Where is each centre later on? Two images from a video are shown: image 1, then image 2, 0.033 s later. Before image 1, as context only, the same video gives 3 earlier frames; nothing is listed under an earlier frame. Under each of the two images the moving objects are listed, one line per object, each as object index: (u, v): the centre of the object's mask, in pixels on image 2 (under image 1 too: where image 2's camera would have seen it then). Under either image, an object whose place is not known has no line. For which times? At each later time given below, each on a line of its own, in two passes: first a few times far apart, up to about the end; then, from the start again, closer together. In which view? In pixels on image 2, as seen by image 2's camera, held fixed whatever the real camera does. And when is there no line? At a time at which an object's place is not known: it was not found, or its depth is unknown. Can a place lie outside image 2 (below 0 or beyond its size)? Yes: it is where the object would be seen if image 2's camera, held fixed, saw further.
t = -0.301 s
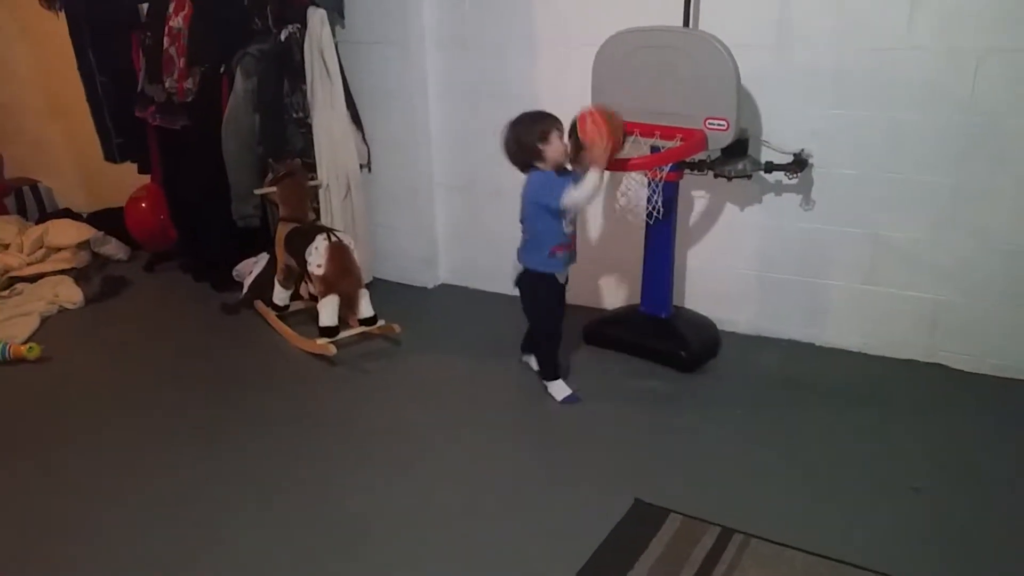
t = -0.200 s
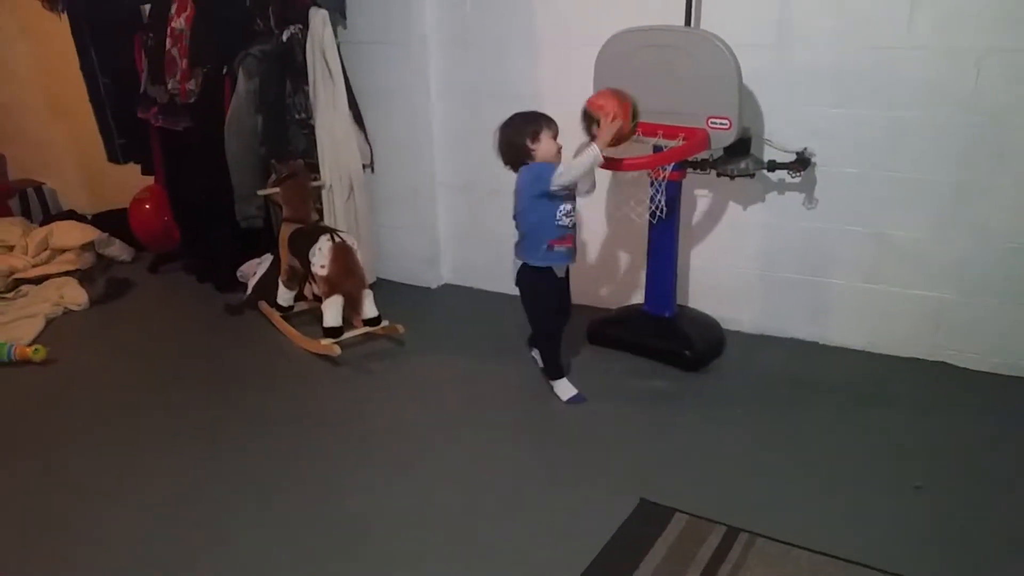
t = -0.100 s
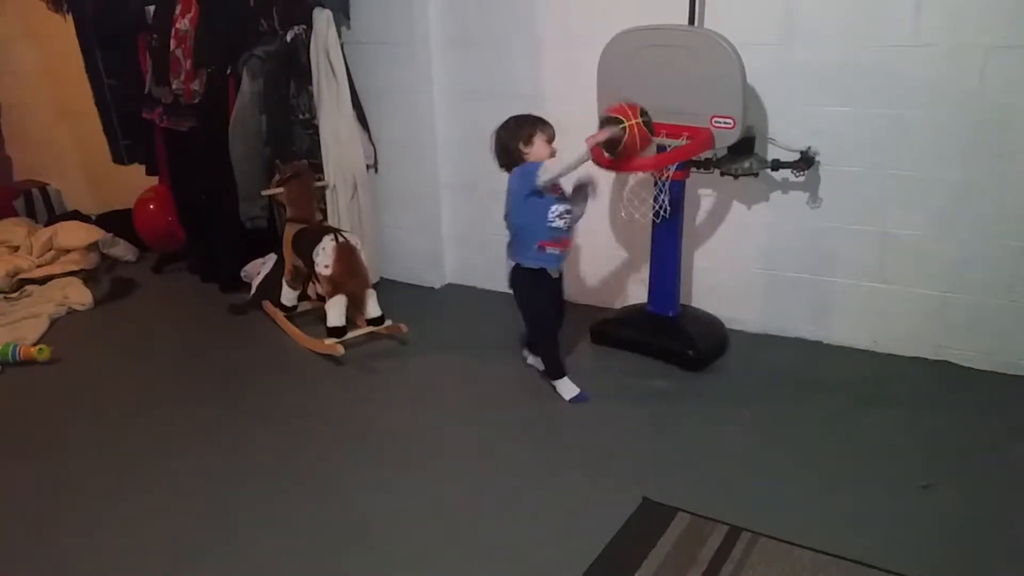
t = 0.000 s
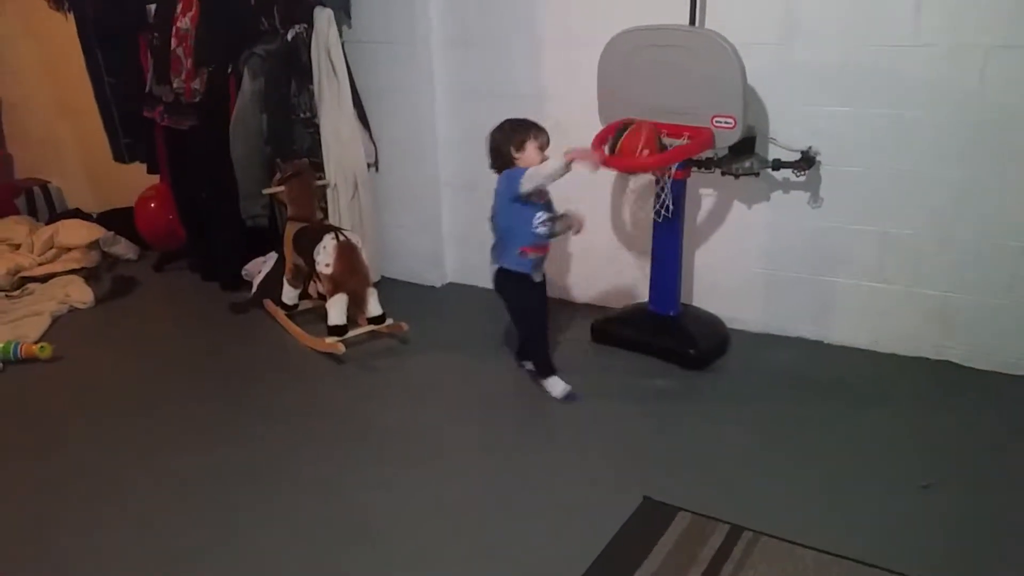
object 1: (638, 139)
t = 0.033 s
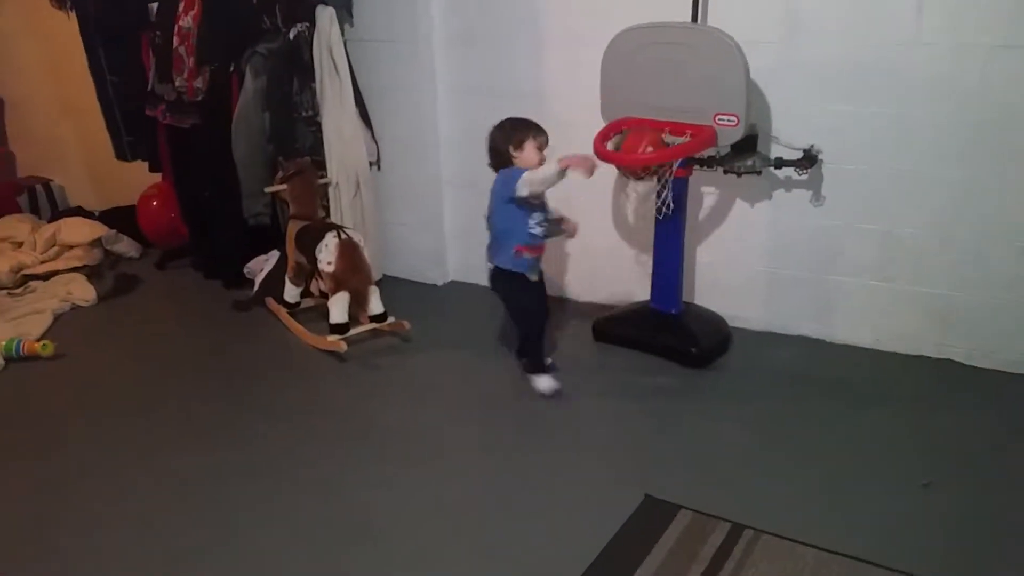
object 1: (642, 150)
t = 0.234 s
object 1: (640, 225)
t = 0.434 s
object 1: (613, 339)
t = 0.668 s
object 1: (527, 394)
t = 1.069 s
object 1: (322, 503)
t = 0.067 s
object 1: (643, 167)
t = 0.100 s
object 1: (646, 183)
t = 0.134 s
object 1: (649, 190)
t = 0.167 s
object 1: (647, 200)
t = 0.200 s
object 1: (644, 211)
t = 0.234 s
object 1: (640, 225)
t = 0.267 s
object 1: (636, 240)
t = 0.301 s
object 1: (633, 258)
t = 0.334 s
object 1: (629, 282)
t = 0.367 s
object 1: (626, 309)
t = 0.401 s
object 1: (623, 326)
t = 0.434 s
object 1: (613, 339)
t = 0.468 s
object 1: (599, 352)
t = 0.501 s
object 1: (587, 355)
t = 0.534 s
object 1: (578, 357)
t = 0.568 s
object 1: (565, 359)
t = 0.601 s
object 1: (552, 367)
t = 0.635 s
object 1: (540, 379)
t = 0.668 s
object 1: (527, 394)
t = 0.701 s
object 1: (514, 399)
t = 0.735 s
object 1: (499, 405)
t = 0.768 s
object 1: (486, 413)
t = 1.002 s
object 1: (364, 484)
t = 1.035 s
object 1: (342, 493)
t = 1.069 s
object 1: (322, 503)
